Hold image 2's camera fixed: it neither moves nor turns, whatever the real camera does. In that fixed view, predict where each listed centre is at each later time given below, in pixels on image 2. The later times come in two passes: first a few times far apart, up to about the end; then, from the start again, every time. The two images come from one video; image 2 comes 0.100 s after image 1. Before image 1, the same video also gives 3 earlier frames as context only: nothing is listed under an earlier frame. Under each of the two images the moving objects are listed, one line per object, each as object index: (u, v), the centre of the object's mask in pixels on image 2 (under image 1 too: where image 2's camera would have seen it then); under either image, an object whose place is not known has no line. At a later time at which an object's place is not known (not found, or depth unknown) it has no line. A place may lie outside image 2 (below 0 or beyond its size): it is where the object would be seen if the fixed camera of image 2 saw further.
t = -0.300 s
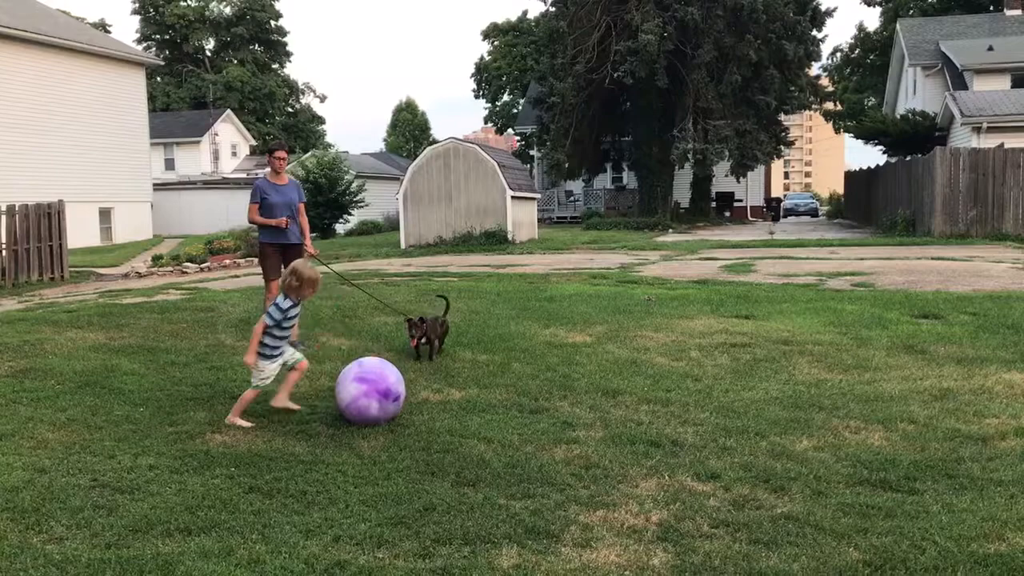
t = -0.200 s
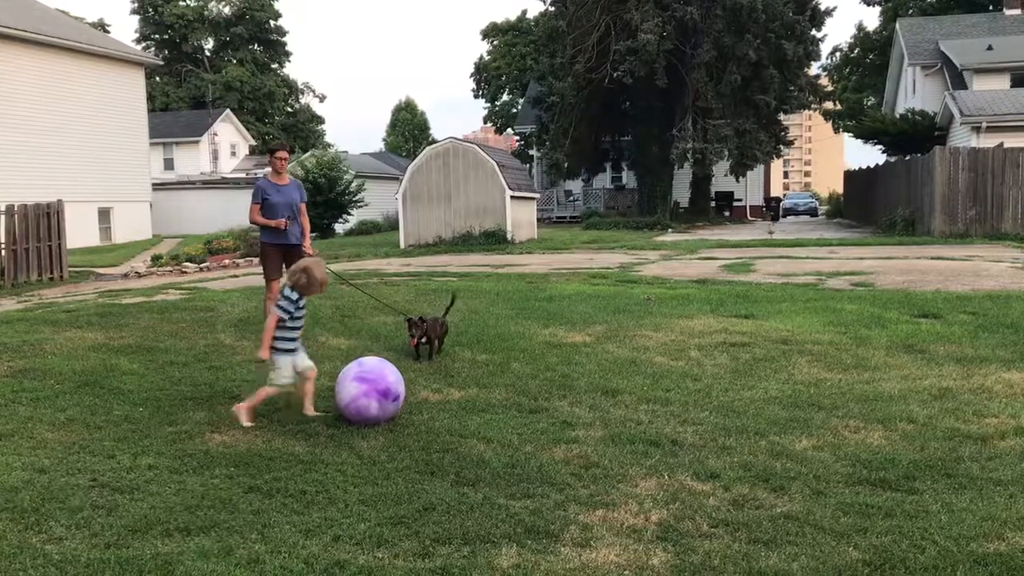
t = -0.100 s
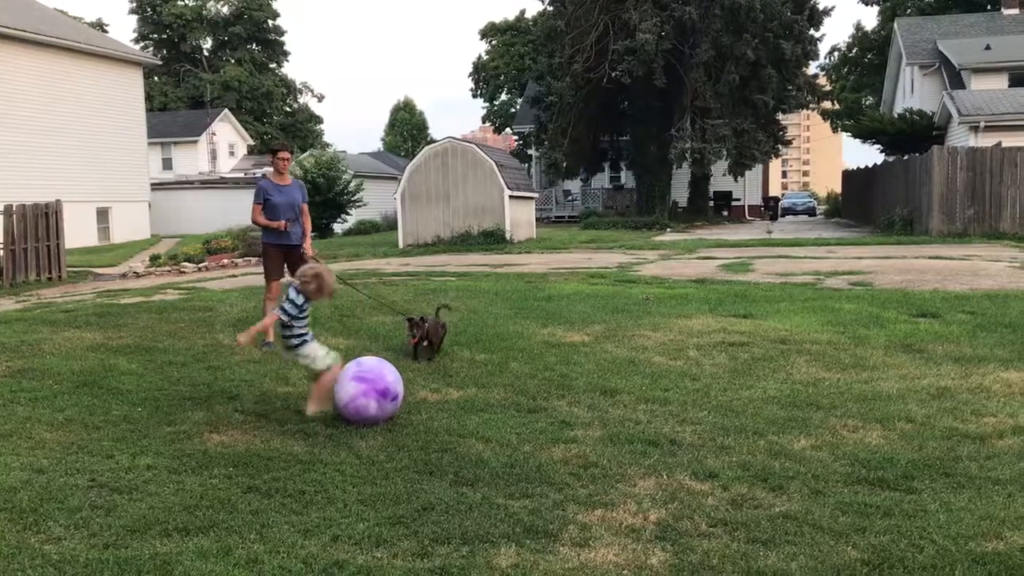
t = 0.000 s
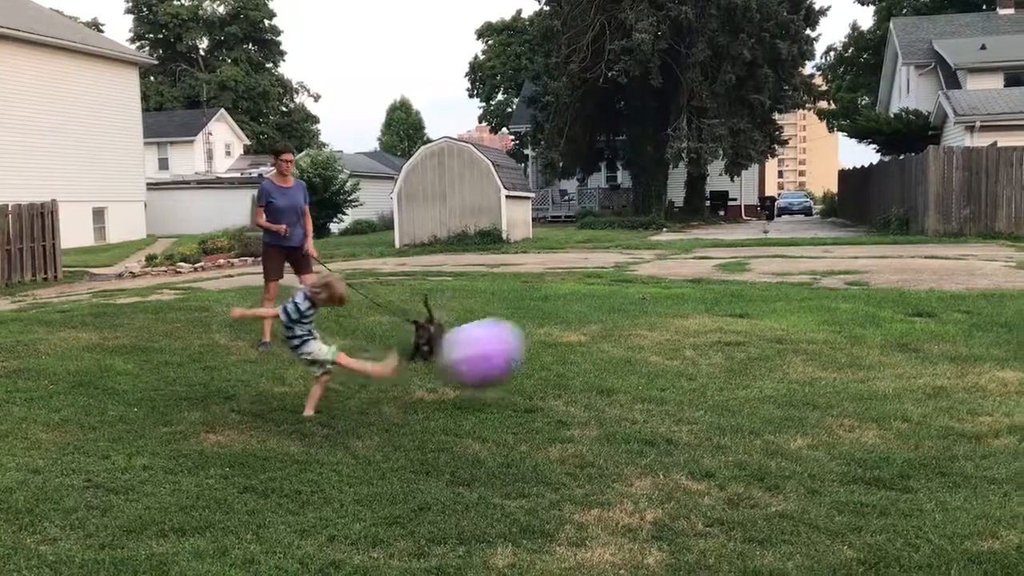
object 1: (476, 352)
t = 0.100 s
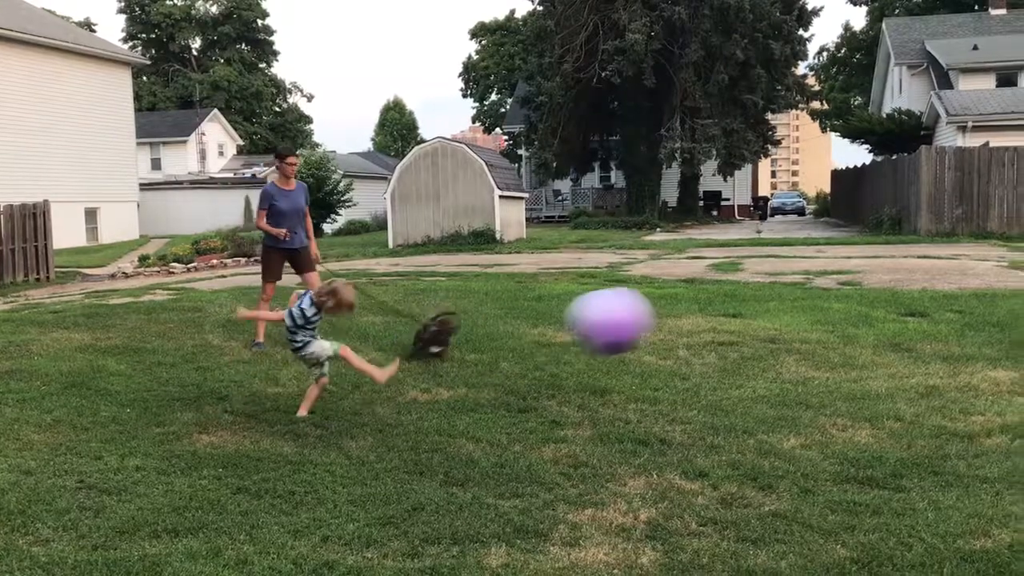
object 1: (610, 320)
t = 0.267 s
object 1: (812, 301)
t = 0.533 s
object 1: (1040, 353)
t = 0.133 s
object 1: (652, 312)
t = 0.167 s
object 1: (695, 306)
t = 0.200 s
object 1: (736, 303)
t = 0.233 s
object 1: (775, 301)
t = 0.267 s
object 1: (812, 301)
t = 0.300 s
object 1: (845, 303)
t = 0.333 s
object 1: (879, 306)
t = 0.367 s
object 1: (910, 310)
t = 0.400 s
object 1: (938, 316)
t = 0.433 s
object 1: (966, 323)
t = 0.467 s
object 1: (992, 332)
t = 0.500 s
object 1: (1017, 341)
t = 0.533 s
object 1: (1040, 353)
